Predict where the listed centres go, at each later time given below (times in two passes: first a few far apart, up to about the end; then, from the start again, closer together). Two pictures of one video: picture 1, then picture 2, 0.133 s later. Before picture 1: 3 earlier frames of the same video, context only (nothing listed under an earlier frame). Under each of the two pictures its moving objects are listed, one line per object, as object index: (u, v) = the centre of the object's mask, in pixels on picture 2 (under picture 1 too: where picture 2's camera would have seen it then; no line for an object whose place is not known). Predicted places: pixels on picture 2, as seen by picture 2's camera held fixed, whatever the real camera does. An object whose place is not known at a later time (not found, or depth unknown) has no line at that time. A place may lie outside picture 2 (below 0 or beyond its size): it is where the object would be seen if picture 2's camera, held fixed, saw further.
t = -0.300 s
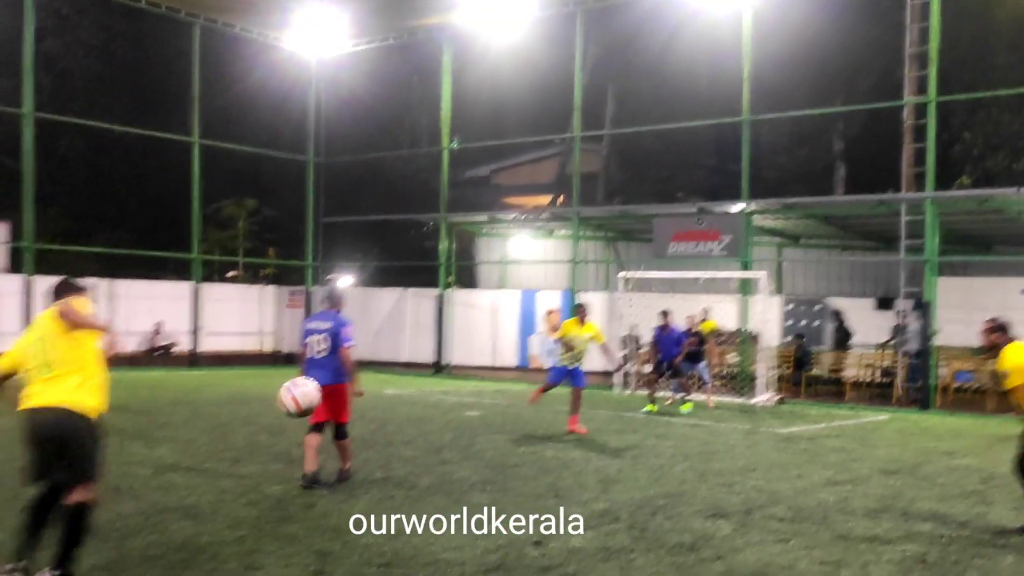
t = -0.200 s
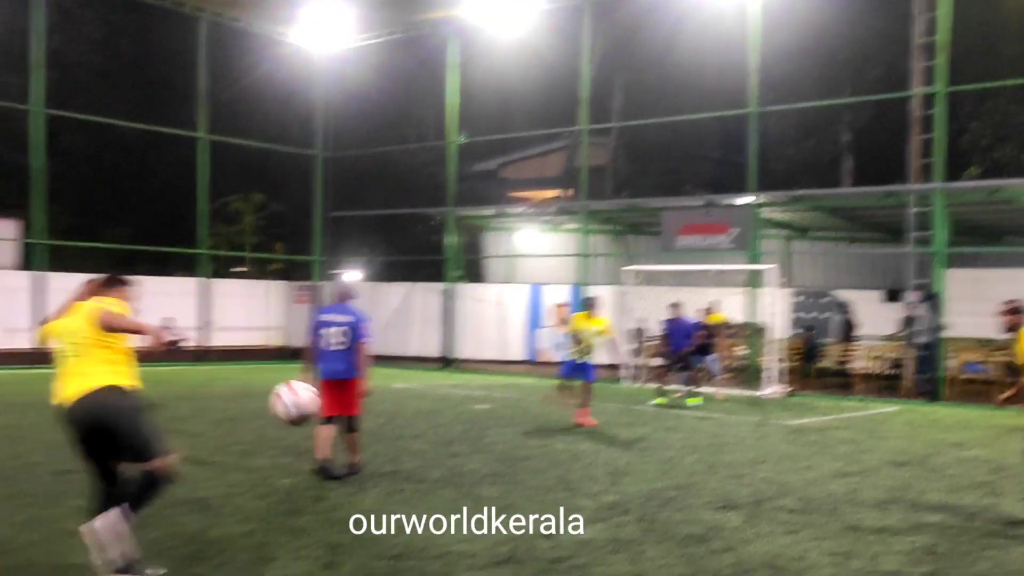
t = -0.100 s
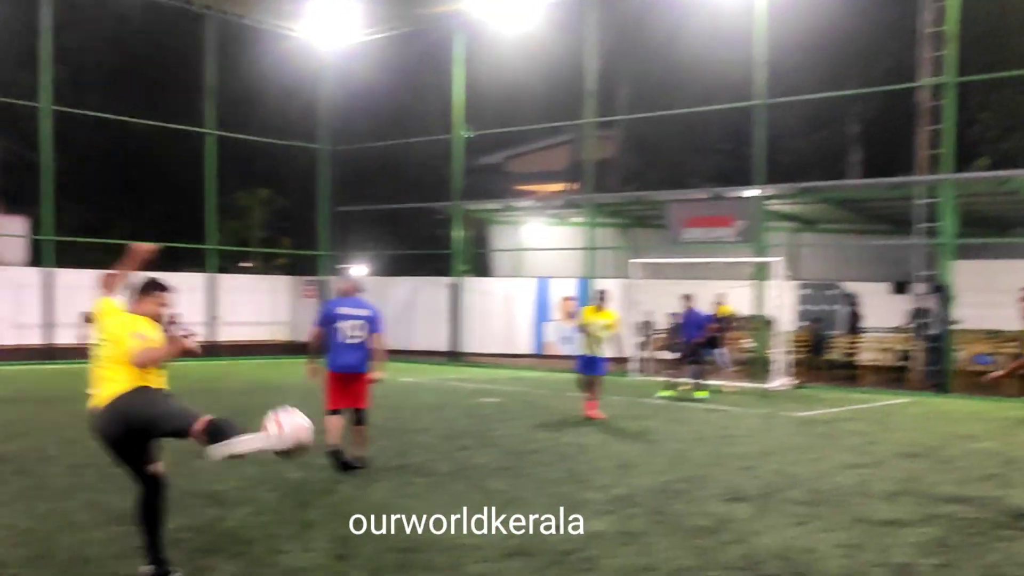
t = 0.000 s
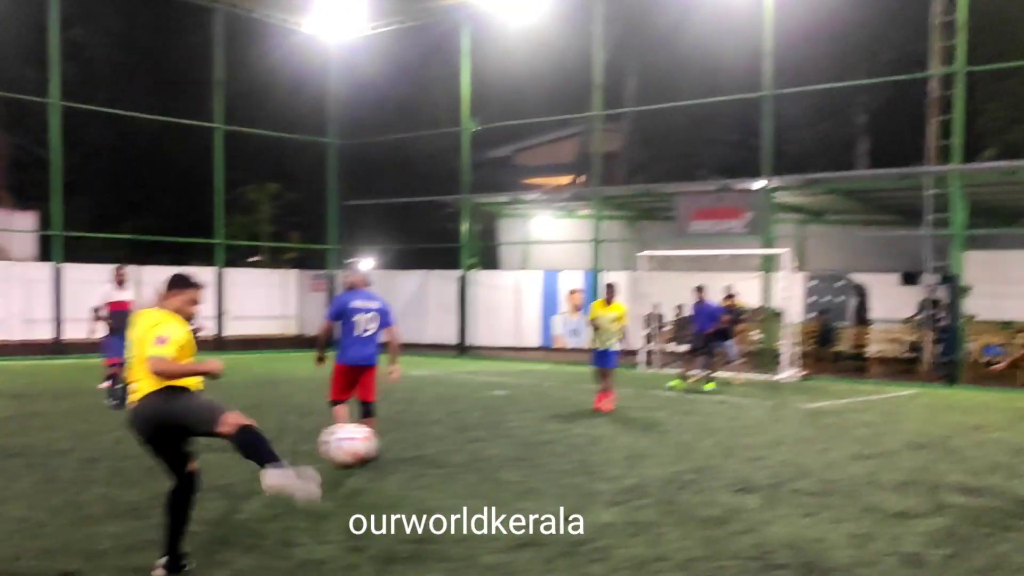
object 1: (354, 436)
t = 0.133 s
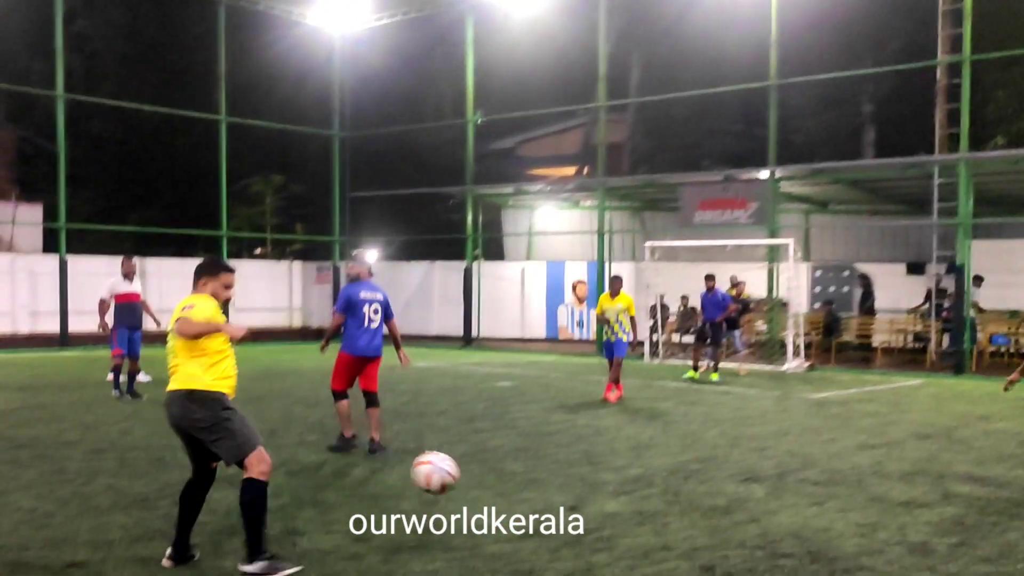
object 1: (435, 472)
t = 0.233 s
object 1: (485, 514)
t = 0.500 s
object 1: (576, 442)
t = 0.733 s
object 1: (641, 461)
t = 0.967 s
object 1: (693, 445)
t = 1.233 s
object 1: (743, 457)
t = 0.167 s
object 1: (453, 485)
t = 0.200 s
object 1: (469, 497)
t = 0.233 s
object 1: (485, 514)
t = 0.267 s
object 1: (499, 503)
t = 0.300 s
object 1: (511, 491)
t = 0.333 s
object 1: (523, 478)
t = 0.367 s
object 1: (534, 467)
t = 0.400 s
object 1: (544, 459)
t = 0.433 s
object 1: (555, 451)
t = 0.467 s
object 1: (566, 445)
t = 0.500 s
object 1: (576, 442)
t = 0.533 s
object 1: (586, 440)
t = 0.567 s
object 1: (595, 439)
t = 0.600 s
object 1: (605, 440)
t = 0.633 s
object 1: (615, 442)
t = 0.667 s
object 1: (624, 447)
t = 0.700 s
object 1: (632, 453)
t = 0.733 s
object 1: (641, 461)
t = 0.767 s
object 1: (648, 471)
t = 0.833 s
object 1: (664, 471)
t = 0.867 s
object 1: (672, 462)
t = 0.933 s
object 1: (686, 450)
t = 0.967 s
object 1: (693, 445)
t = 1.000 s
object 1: (700, 442)
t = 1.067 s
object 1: (713, 441)
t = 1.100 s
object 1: (719, 443)
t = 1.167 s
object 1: (731, 450)
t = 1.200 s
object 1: (737, 454)
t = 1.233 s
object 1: (743, 457)
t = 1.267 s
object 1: (749, 450)
